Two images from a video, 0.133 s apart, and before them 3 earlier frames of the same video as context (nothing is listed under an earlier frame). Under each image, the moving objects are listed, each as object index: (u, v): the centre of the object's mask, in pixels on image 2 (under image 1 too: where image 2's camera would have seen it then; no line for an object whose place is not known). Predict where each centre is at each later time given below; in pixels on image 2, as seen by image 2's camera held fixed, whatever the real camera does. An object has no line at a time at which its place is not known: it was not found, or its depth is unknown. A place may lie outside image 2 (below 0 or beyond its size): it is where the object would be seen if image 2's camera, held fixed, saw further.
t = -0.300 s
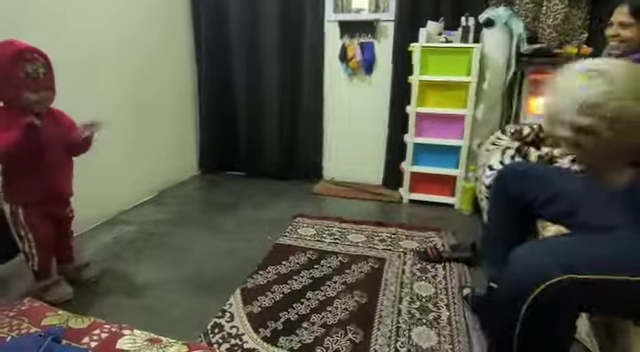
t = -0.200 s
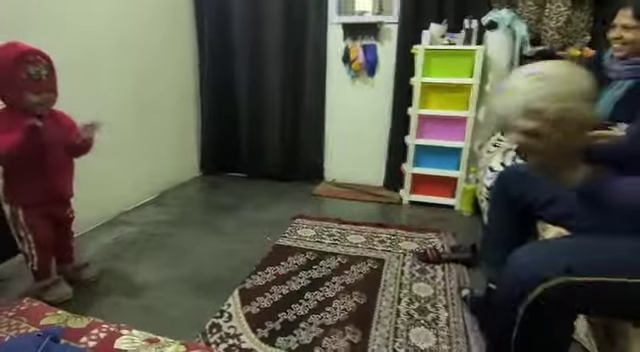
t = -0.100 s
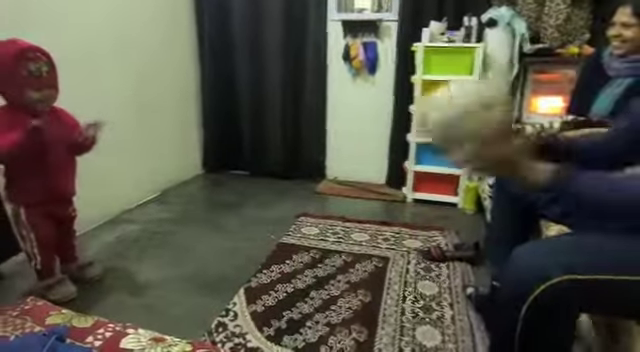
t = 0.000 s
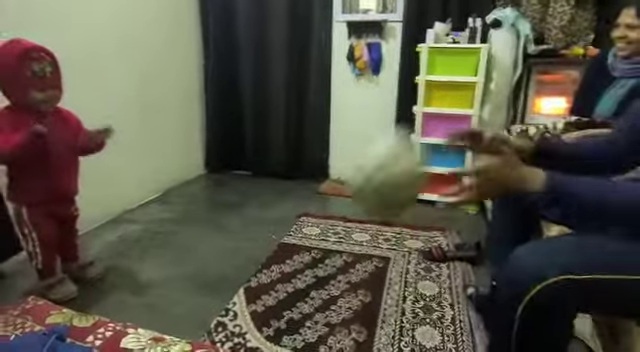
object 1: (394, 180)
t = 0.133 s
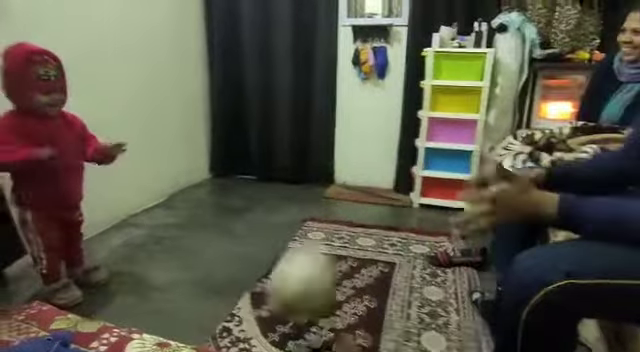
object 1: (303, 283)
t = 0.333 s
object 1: (226, 229)
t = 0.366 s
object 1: (218, 218)
